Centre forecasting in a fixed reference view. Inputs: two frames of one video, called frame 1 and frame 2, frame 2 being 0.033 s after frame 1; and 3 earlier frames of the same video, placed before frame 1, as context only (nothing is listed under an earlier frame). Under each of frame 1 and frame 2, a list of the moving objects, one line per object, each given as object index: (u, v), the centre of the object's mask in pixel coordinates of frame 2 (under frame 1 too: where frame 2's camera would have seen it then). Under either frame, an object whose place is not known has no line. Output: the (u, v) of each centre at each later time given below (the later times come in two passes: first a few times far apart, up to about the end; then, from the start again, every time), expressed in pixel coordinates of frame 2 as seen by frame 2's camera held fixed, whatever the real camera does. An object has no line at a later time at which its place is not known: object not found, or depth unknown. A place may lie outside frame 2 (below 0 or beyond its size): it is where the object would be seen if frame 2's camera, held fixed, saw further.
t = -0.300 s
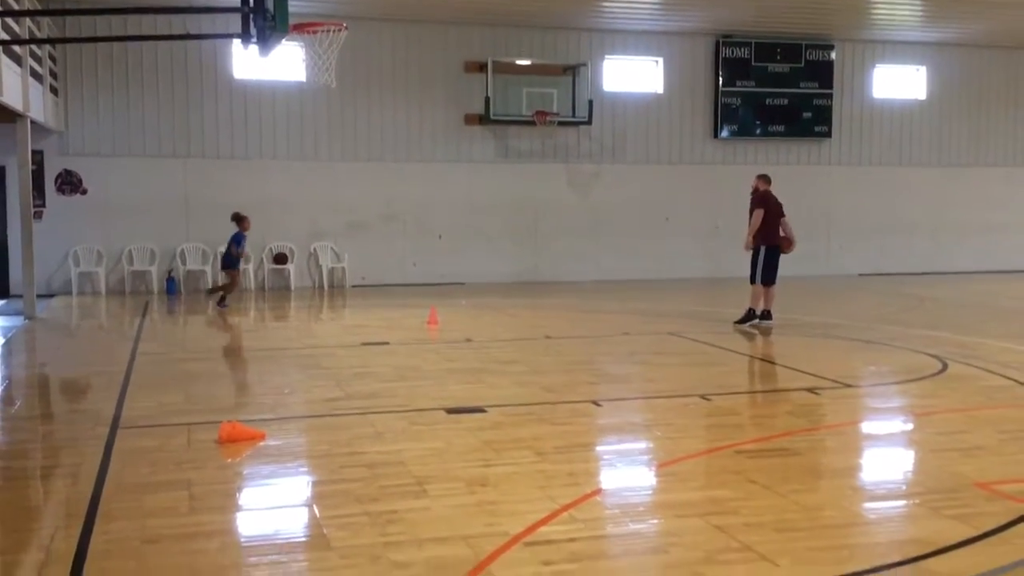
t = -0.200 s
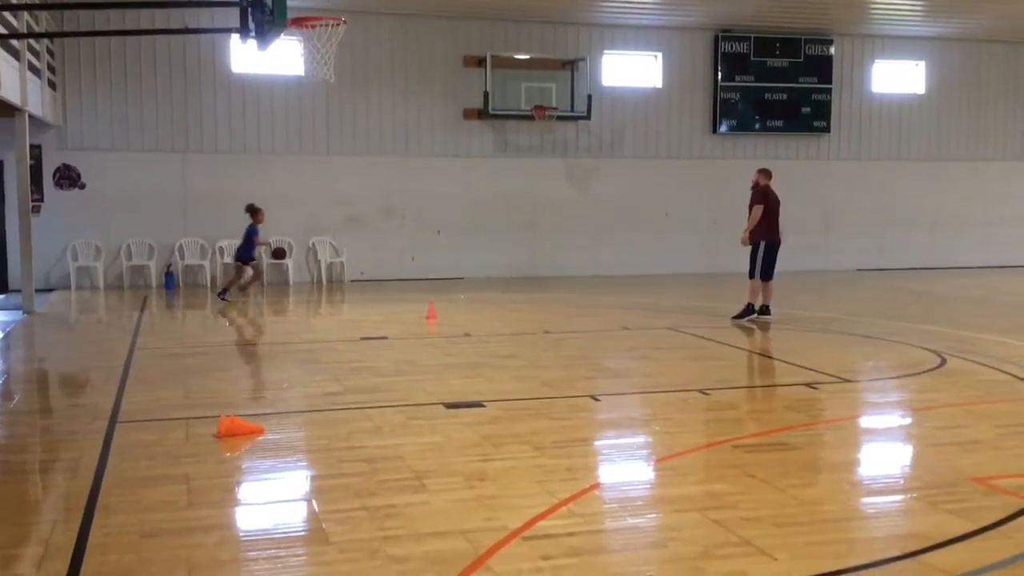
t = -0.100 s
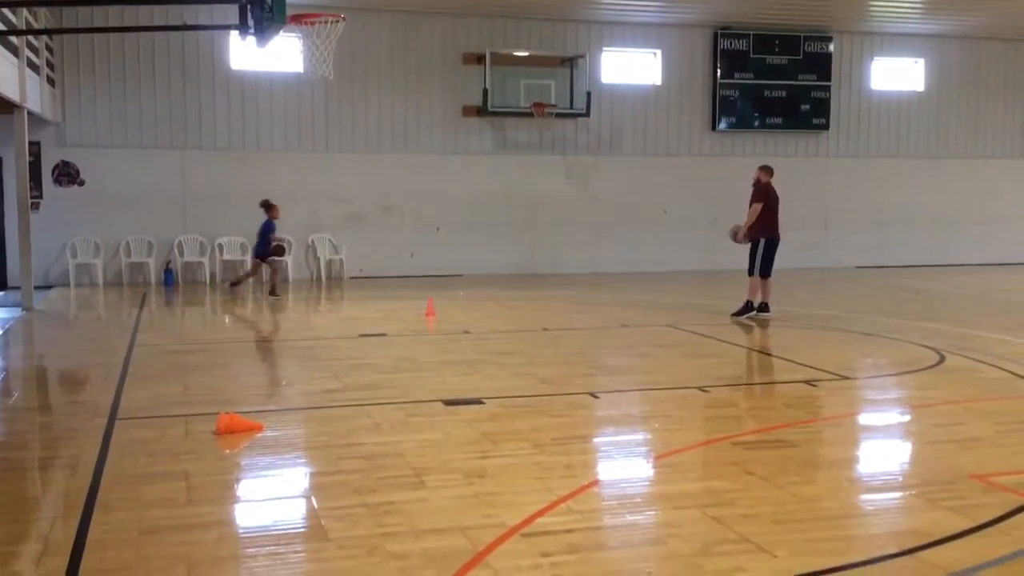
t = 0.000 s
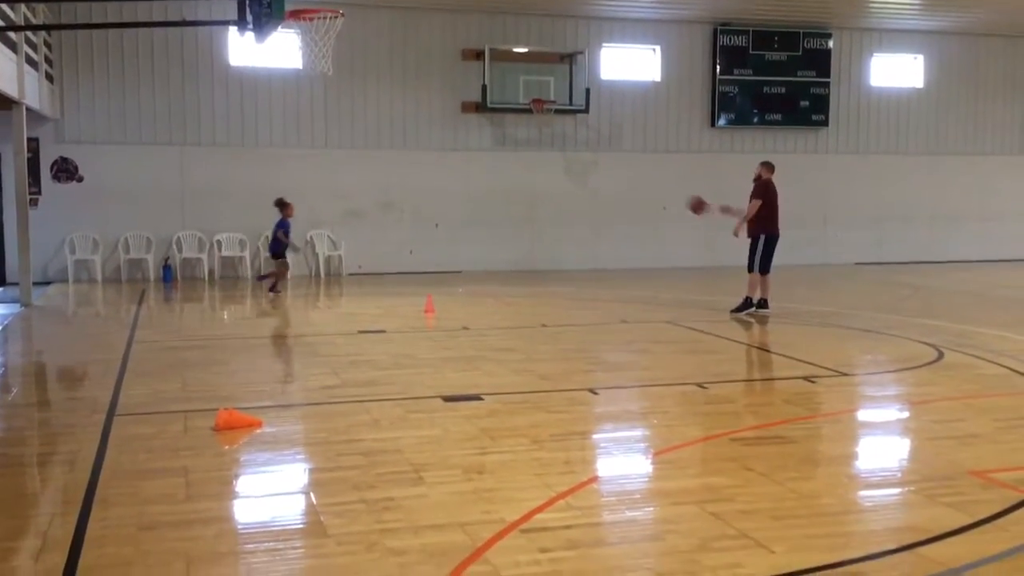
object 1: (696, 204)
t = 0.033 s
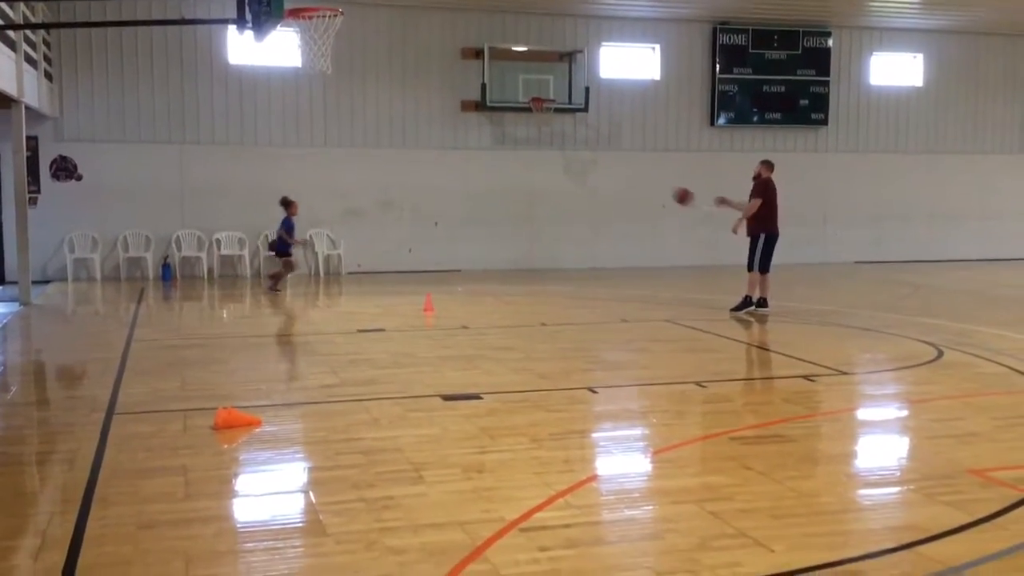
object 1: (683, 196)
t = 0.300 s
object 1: (576, 165)
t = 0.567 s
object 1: (477, 186)
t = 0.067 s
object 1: (669, 190)
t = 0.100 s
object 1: (656, 183)
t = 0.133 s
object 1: (642, 178)
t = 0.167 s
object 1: (629, 174)
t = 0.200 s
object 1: (615, 171)
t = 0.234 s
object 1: (603, 168)
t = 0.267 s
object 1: (589, 166)
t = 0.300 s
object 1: (576, 165)
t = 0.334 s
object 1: (564, 165)
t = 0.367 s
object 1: (551, 165)
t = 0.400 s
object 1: (538, 167)
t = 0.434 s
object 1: (525, 169)
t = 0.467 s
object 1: (513, 172)
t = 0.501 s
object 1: (501, 176)
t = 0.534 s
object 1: (488, 180)
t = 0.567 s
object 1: (477, 186)
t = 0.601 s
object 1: (465, 192)
